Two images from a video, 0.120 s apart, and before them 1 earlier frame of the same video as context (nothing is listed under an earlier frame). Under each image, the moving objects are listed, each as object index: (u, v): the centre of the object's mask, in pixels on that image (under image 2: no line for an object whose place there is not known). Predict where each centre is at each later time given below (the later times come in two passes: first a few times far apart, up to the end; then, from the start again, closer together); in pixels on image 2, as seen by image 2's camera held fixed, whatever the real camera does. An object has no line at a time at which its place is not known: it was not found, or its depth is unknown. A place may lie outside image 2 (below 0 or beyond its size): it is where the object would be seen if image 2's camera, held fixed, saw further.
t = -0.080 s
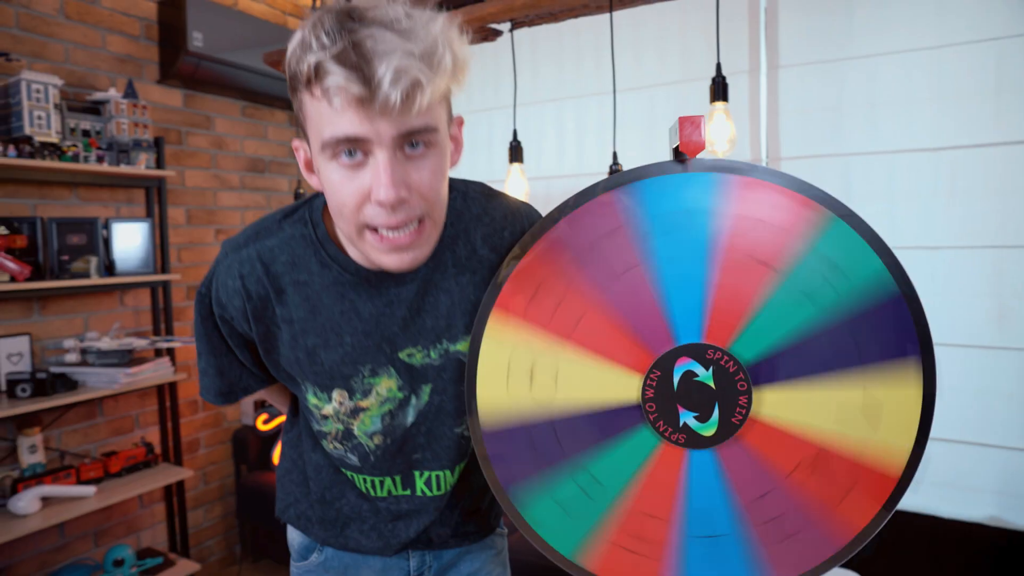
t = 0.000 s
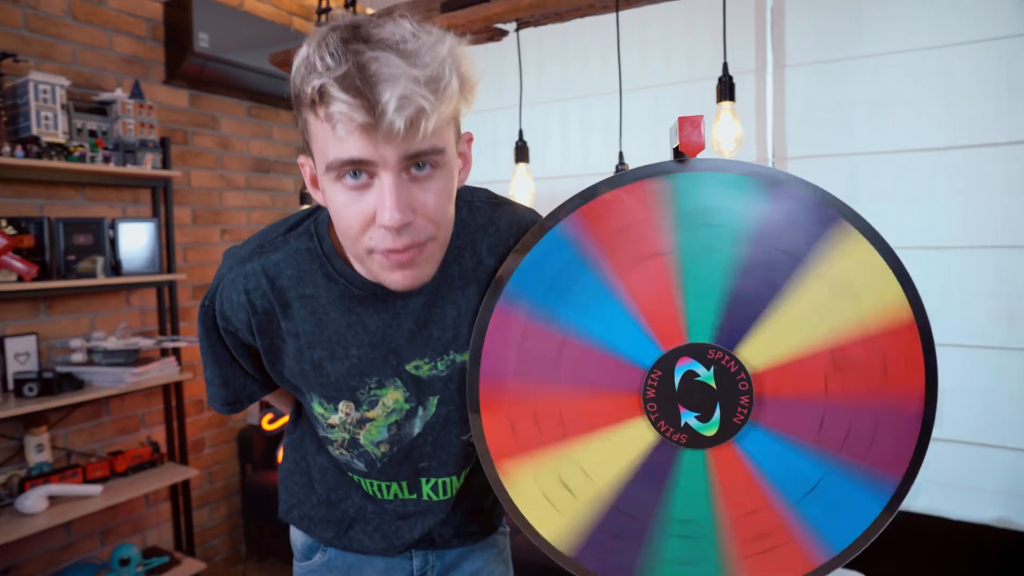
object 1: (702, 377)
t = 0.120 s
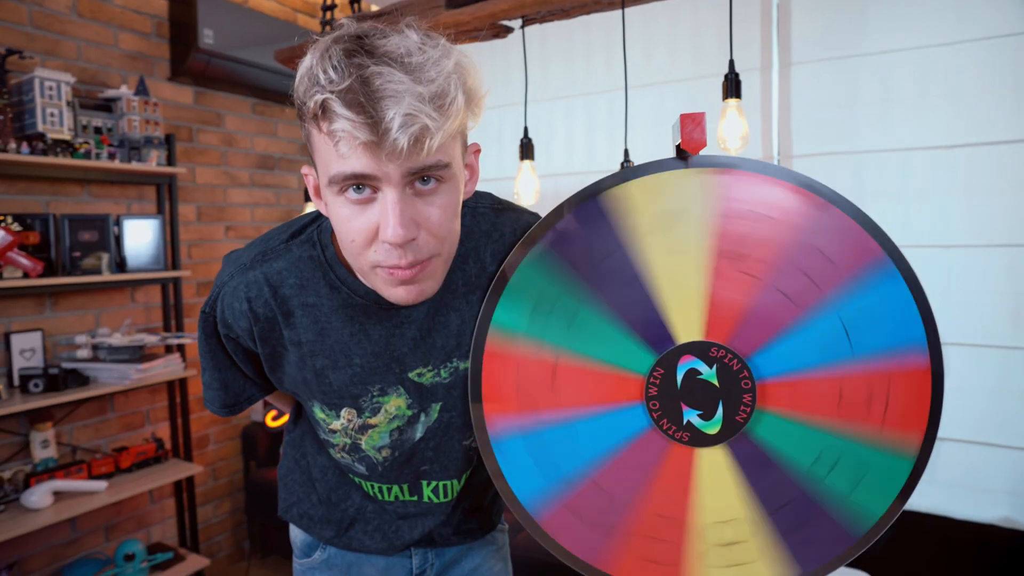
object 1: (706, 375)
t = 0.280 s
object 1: (716, 376)
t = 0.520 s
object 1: (722, 372)
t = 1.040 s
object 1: (719, 369)
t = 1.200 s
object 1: (724, 368)
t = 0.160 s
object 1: (707, 375)
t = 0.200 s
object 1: (709, 375)
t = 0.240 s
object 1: (712, 376)
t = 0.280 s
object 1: (716, 376)
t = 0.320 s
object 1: (720, 375)
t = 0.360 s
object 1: (723, 375)
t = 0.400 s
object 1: (725, 375)
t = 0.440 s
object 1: (725, 375)
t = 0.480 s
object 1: (724, 373)
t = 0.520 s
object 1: (722, 372)
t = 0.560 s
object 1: (718, 371)
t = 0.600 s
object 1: (714, 371)
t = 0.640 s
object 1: (710, 371)
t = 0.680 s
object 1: (707, 370)
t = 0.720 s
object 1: (705, 370)
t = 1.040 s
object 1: (719, 369)
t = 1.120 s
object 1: (724, 369)
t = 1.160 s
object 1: (725, 369)
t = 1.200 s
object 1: (724, 368)
